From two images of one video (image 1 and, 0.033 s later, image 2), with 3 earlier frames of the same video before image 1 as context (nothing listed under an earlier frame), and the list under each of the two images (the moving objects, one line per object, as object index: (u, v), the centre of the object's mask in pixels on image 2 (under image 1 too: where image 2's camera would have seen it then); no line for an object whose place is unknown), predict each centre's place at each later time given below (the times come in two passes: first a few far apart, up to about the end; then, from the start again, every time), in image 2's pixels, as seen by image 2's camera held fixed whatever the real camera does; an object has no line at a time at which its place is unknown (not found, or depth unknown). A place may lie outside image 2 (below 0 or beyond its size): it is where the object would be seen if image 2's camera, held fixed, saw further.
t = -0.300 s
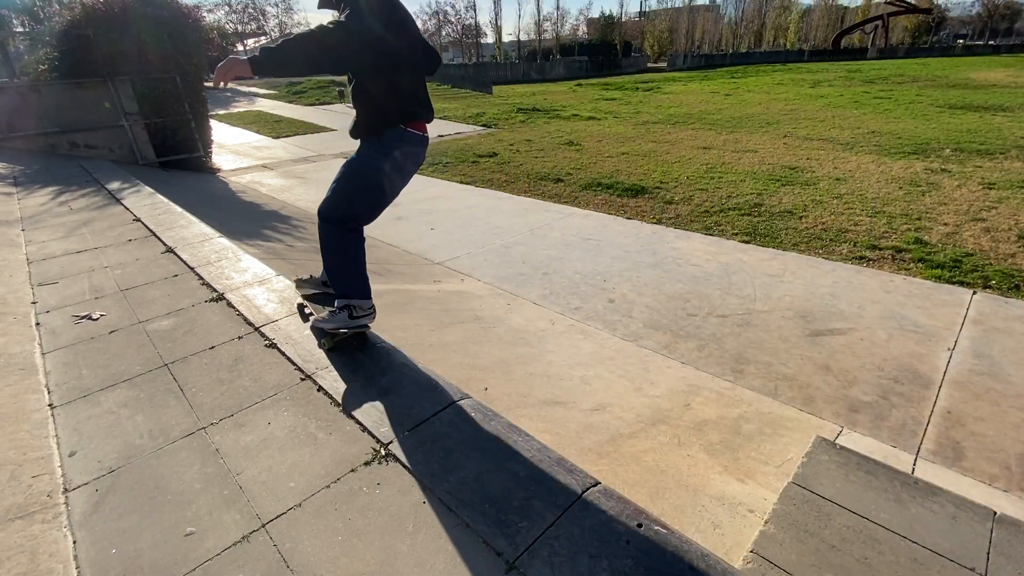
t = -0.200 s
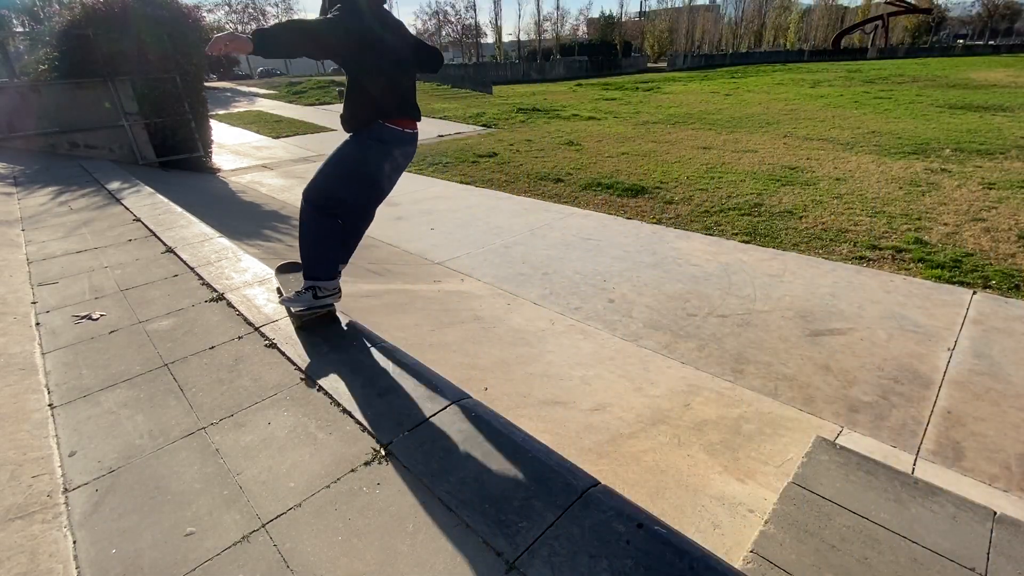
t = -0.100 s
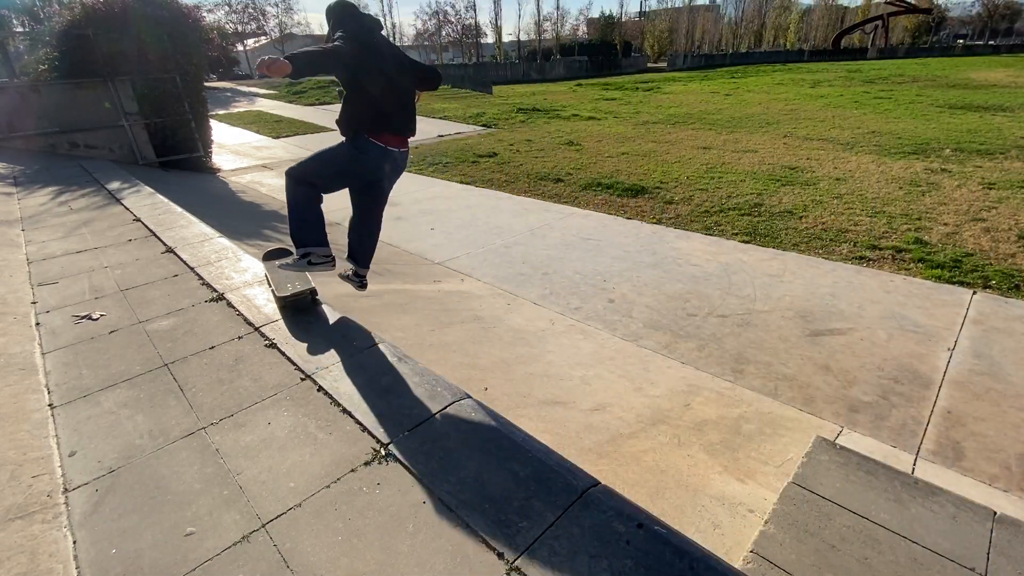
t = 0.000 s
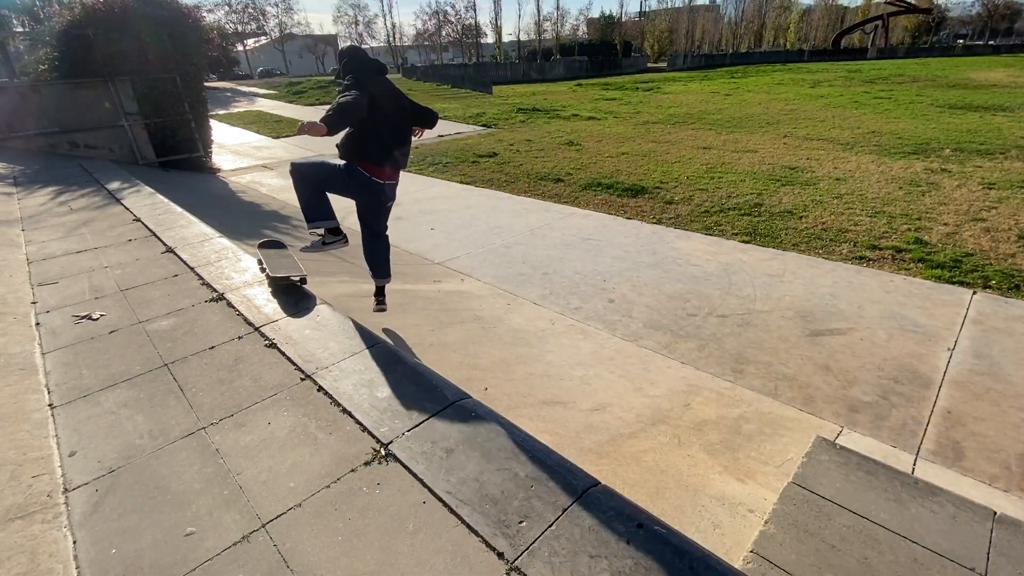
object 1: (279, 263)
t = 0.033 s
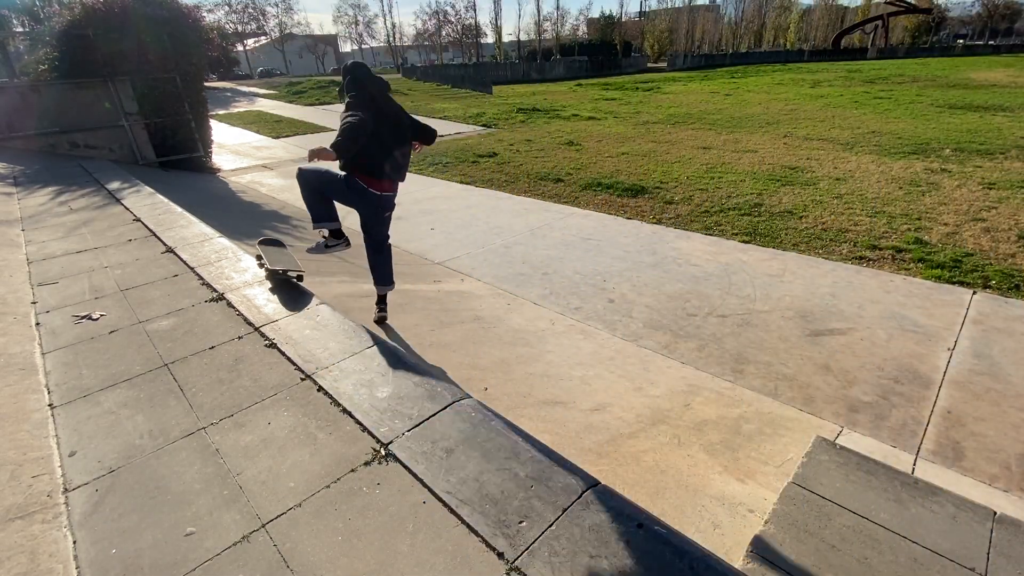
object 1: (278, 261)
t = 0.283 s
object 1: (287, 269)
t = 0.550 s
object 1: (310, 270)
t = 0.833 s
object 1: (349, 256)
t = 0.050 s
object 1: (277, 260)
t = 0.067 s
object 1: (277, 259)
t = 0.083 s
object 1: (277, 258)
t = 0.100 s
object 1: (277, 258)
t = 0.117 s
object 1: (276, 260)
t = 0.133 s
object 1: (277, 259)
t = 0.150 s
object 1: (278, 260)
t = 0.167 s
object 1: (278, 260)
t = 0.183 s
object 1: (280, 261)
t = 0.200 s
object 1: (281, 262)
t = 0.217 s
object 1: (281, 263)
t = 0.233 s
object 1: (282, 264)
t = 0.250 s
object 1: (284, 266)
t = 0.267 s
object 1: (285, 267)
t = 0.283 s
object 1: (287, 269)
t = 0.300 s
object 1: (288, 270)
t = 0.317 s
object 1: (287, 270)
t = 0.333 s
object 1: (287, 269)
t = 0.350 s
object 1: (288, 269)
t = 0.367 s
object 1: (290, 269)
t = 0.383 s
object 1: (293, 270)
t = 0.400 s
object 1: (295, 270)
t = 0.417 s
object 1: (296, 270)
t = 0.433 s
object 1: (297, 270)
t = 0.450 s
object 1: (299, 270)
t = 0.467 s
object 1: (301, 270)
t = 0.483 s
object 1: (303, 270)
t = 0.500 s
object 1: (304, 270)
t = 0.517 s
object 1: (306, 270)
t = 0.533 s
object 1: (309, 270)
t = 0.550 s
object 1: (310, 270)
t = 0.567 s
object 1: (313, 270)
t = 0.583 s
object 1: (316, 272)
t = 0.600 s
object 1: (318, 271)
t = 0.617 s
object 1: (320, 270)
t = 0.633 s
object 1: (323, 270)
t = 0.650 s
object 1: (325, 269)
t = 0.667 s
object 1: (328, 268)
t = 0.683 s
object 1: (331, 267)
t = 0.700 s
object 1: (334, 266)
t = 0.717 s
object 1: (336, 265)
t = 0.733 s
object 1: (338, 265)
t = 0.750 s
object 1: (341, 264)
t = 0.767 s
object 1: (343, 264)
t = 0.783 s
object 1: (342, 257)
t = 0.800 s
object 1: (344, 257)
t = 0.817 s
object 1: (346, 257)
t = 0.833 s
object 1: (349, 256)
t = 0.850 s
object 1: (351, 256)
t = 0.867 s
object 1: (354, 256)
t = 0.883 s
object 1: (356, 256)
